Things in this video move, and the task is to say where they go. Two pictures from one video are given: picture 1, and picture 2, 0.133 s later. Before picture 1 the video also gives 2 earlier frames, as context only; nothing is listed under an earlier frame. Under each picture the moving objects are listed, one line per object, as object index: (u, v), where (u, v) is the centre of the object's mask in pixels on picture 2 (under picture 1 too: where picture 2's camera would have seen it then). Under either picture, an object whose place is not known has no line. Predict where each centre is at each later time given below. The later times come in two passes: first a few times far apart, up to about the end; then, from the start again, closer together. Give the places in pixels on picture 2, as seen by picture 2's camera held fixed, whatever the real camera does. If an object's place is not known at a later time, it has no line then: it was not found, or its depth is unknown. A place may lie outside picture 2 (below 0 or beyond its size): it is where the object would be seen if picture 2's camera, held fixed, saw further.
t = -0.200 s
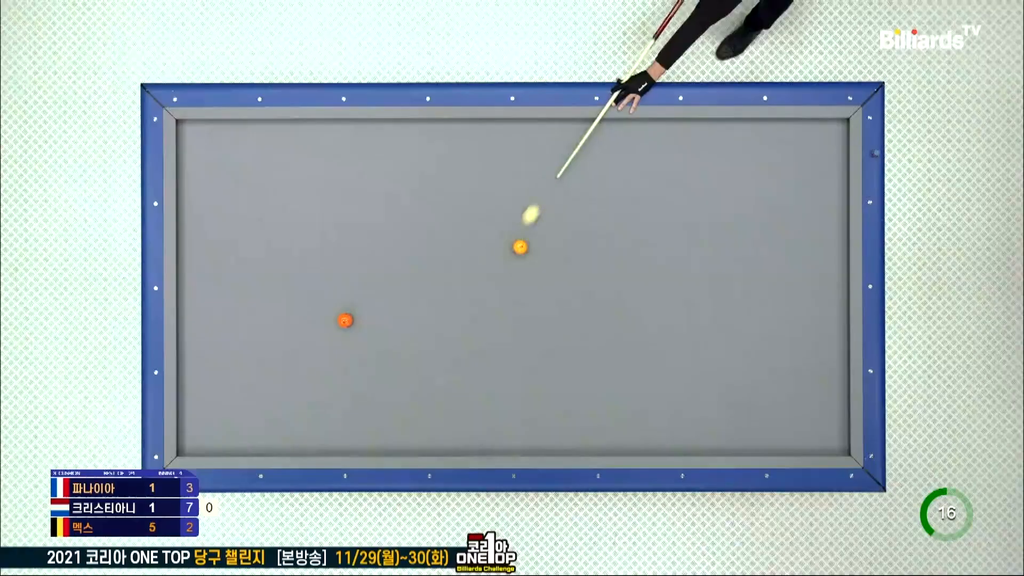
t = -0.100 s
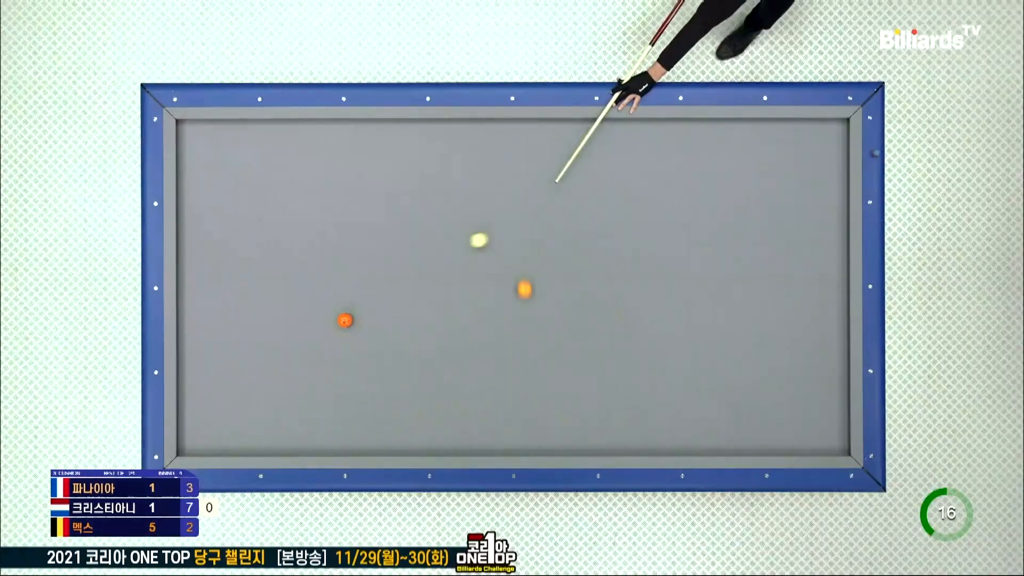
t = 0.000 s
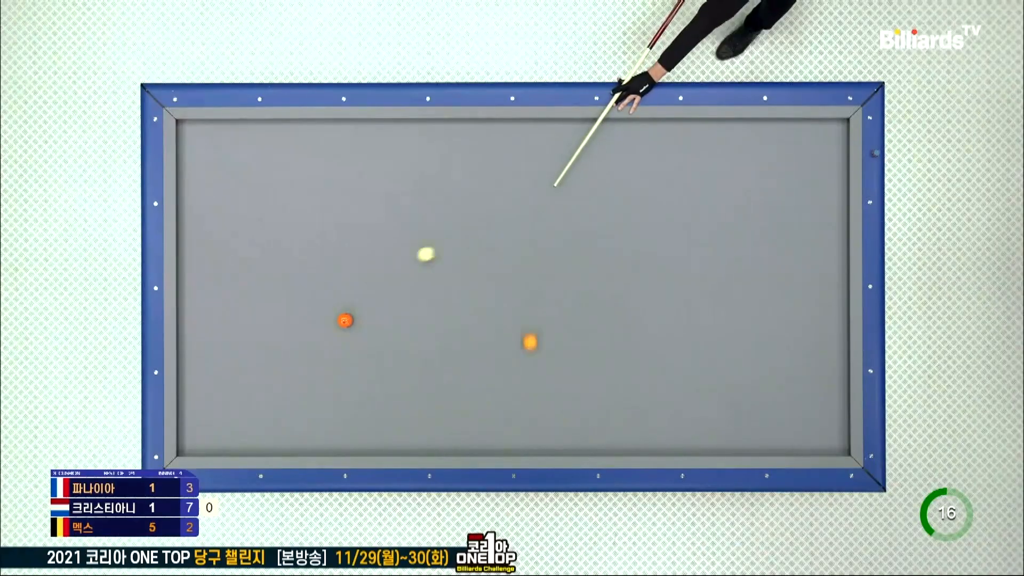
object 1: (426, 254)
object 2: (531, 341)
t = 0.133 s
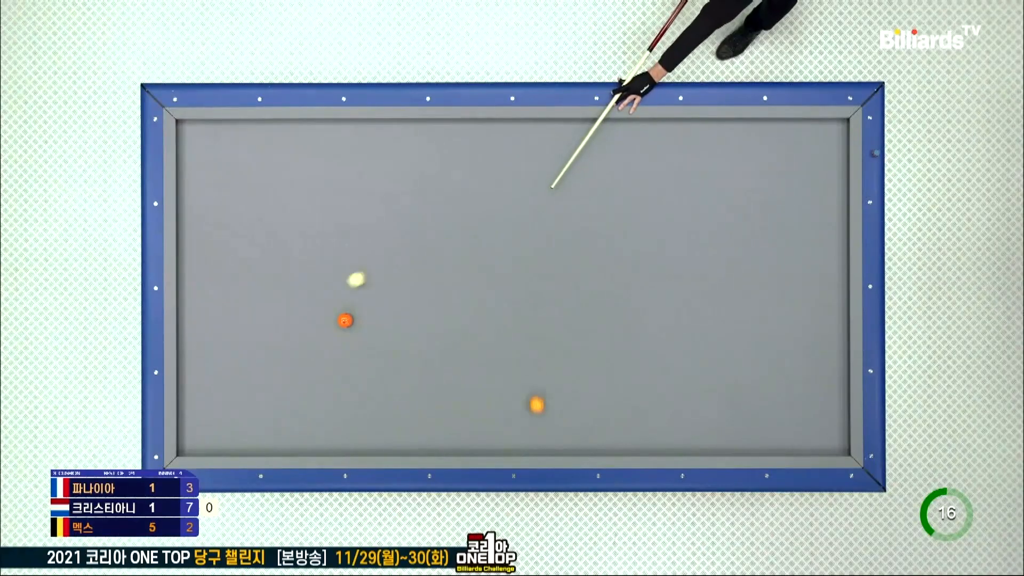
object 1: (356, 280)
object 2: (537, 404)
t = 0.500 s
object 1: (193, 366)
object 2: (544, 376)
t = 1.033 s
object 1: (369, 449)
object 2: (549, 261)
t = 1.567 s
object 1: (498, 398)
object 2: (554, 149)
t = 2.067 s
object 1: (615, 353)
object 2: (556, 174)
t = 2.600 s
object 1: (737, 307)
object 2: (557, 235)
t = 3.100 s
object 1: (838, 264)
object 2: (558, 289)
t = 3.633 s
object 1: (767, 203)
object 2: (558, 343)
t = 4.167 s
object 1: (703, 145)
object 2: (558, 395)
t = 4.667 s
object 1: (649, 144)
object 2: (559, 440)
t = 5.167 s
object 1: (600, 173)
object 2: (558, 428)
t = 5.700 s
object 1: (550, 203)
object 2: (558, 403)
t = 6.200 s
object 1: (506, 229)
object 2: (558, 382)
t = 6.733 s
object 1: (460, 256)
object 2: (558, 362)
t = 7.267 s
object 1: (418, 281)
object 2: (558, 346)
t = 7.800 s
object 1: (379, 304)
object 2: (557, 332)
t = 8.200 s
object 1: (358, 319)
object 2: (557, 324)
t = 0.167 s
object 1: (339, 287)
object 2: (538, 418)
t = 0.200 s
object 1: (322, 295)
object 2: (540, 432)
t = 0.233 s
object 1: (304, 303)
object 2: (541, 446)
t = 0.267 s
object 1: (288, 311)
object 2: (541, 443)
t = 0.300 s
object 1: (270, 319)
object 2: (542, 431)
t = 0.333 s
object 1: (253, 327)
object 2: (542, 421)
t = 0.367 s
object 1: (236, 336)
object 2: (543, 411)
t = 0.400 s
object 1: (219, 344)
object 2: (543, 402)
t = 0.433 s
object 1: (202, 352)
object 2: (543, 393)
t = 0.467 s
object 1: (185, 360)
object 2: (544, 384)
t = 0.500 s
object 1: (193, 366)
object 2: (544, 376)
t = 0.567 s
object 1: (222, 376)
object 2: (545, 361)
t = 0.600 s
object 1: (235, 381)
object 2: (545, 354)
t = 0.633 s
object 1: (248, 387)
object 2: (545, 347)
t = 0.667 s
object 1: (260, 392)
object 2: (545, 340)
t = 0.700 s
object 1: (271, 397)
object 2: (546, 332)
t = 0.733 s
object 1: (283, 402)
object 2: (546, 325)
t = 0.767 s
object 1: (293, 408)
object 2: (547, 318)
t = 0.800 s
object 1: (303, 413)
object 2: (547, 311)
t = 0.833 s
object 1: (313, 418)
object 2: (547, 304)
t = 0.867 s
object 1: (322, 424)
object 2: (548, 296)
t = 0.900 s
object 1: (332, 429)
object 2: (548, 290)
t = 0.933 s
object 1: (341, 435)
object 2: (548, 282)
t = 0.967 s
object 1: (351, 440)
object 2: (548, 275)
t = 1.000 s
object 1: (360, 446)
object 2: (549, 268)
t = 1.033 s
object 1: (369, 449)
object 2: (549, 261)
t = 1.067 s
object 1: (377, 445)
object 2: (549, 254)
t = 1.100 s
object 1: (385, 441)
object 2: (550, 247)
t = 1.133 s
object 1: (394, 437)
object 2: (550, 240)
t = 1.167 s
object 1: (402, 434)
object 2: (550, 233)
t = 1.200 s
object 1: (410, 431)
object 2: (551, 226)
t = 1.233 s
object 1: (418, 428)
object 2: (551, 218)
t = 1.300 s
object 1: (434, 422)
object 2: (552, 204)
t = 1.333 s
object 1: (442, 419)
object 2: (552, 197)
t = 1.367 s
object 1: (450, 416)
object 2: (552, 190)
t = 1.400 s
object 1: (458, 413)
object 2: (553, 183)
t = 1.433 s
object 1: (466, 410)
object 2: (553, 176)
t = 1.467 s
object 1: (474, 407)
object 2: (553, 169)
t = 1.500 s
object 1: (482, 404)
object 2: (554, 163)
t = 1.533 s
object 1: (490, 400)
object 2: (554, 155)
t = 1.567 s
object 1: (498, 398)
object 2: (554, 149)
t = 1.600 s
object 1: (506, 394)
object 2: (555, 142)
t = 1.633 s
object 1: (514, 392)
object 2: (555, 135)
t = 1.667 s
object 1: (521, 388)
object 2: (555, 128)
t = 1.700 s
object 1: (529, 386)
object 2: (555, 128)
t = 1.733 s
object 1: (537, 383)
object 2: (555, 133)
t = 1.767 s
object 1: (546, 380)
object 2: (555, 138)
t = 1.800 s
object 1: (553, 377)
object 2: (555, 142)
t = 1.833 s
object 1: (561, 374)
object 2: (556, 147)
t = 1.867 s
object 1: (569, 371)
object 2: (556, 151)
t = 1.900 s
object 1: (577, 368)
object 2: (556, 155)
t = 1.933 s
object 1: (584, 365)
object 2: (556, 158)
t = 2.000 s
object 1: (600, 359)
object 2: (556, 166)
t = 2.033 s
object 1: (608, 356)
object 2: (556, 171)
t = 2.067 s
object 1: (615, 353)
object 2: (556, 174)
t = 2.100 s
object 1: (623, 350)
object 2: (556, 178)
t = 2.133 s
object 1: (631, 347)
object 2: (556, 182)
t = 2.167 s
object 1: (639, 345)
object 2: (556, 186)
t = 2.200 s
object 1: (646, 342)
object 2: (556, 190)
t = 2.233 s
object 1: (654, 339)
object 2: (556, 194)
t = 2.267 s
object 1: (661, 336)
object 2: (556, 197)
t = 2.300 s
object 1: (669, 333)
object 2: (556, 201)
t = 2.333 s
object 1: (677, 330)
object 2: (556, 205)
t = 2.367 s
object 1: (684, 327)
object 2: (557, 209)
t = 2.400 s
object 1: (692, 324)
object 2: (557, 213)
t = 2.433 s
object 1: (699, 321)
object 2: (556, 216)
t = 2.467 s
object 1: (707, 319)
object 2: (557, 220)
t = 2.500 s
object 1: (714, 316)
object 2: (557, 224)
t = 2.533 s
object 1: (722, 313)
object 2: (557, 228)
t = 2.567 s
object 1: (729, 310)
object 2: (557, 231)
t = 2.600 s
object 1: (737, 307)
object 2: (557, 235)
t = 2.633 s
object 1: (745, 304)
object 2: (557, 239)
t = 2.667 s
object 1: (752, 301)
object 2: (557, 242)
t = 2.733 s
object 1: (767, 296)
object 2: (557, 250)
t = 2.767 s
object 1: (775, 293)
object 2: (557, 253)
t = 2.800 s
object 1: (782, 290)
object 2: (557, 257)
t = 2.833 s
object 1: (789, 288)
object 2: (557, 261)
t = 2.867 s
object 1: (797, 285)
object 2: (557, 264)
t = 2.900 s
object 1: (804, 282)
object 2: (557, 267)
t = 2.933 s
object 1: (812, 279)
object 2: (557, 271)
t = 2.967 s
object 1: (819, 276)
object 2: (557, 275)
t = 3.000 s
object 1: (826, 274)
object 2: (557, 278)
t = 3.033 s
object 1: (834, 271)
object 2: (557, 282)
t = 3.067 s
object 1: (841, 268)
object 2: (558, 285)
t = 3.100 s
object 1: (838, 264)
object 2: (558, 289)
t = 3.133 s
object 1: (832, 260)
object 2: (558, 292)
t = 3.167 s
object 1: (827, 256)
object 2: (558, 296)
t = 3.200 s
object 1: (822, 252)
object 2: (558, 299)
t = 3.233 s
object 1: (817, 248)
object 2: (558, 302)
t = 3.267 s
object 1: (813, 245)
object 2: (558, 306)
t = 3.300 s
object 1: (809, 241)
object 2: (558, 310)
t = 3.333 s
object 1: (805, 237)
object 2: (558, 313)
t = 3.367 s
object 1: (800, 233)
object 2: (558, 316)
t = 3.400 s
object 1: (796, 230)
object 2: (558, 320)
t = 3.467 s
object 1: (788, 222)
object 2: (558, 327)
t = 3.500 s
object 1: (784, 218)
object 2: (558, 330)
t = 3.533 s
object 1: (780, 214)
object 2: (558, 333)
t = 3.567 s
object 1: (775, 211)
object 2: (558, 337)
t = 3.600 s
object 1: (771, 207)
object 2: (558, 340)
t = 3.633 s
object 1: (767, 203)
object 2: (558, 343)
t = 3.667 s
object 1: (763, 199)
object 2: (558, 347)
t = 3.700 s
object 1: (759, 196)
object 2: (558, 350)
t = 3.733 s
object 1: (755, 192)
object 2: (558, 353)
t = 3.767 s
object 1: (751, 189)
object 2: (558, 356)
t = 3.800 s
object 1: (747, 185)
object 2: (558, 359)
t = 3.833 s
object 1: (743, 181)
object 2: (558, 363)
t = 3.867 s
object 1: (739, 178)
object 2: (558, 366)
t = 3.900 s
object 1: (735, 174)
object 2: (558, 369)
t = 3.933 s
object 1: (731, 170)
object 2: (558, 373)
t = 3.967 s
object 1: (727, 167)
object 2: (558, 376)
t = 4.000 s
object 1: (723, 163)
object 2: (558, 379)
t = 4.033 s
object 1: (719, 159)
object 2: (558, 382)
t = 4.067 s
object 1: (715, 156)
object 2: (558, 385)
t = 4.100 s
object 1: (711, 152)
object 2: (558, 389)
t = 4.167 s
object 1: (703, 145)
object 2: (558, 395)
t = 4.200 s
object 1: (699, 142)
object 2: (558, 398)
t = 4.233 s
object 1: (695, 138)
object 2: (558, 401)
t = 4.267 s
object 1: (691, 135)
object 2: (558, 404)
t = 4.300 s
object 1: (687, 131)
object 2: (558, 407)
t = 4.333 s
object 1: (684, 128)
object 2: (558, 410)
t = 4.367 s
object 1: (680, 126)
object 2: (558, 413)
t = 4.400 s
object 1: (677, 128)
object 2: (558, 416)
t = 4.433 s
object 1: (673, 130)
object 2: (558, 419)
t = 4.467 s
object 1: (670, 132)
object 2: (558, 422)
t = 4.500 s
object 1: (666, 134)
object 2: (558, 425)
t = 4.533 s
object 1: (663, 136)
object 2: (558, 428)
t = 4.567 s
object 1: (659, 138)
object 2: (558, 431)
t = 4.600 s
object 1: (656, 140)
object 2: (559, 434)
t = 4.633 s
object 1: (653, 142)
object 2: (559, 437)
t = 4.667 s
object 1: (649, 144)
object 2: (559, 440)
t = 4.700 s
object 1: (646, 146)
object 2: (558, 443)
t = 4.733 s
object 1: (643, 148)
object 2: (559, 446)
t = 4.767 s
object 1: (639, 150)
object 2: (558, 448)
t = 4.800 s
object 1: (636, 152)
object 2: (558, 447)
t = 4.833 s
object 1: (633, 154)
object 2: (559, 445)
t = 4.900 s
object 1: (626, 158)
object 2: (559, 442)
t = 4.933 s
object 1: (623, 160)
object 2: (558, 440)
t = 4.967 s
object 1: (620, 162)
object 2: (558, 438)
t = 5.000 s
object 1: (616, 164)
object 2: (559, 436)
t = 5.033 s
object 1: (613, 166)
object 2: (559, 434)
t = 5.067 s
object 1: (610, 168)
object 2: (559, 433)
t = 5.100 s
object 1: (607, 170)
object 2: (559, 431)
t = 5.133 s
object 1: (603, 171)
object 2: (558, 429)
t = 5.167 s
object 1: (600, 173)
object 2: (558, 428)
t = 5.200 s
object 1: (597, 175)
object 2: (558, 426)
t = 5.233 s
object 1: (594, 177)
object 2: (558, 425)
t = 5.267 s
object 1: (591, 179)
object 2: (558, 423)
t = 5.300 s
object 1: (588, 181)
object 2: (558, 421)
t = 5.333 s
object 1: (584, 183)
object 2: (558, 420)
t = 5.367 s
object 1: (581, 185)
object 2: (558, 418)
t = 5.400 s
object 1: (578, 186)
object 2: (558, 417)
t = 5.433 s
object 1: (575, 188)
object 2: (558, 415)
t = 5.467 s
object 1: (571, 190)
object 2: (558, 413)
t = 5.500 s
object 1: (568, 192)
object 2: (558, 412)
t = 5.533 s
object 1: (565, 194)
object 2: (558, 410)
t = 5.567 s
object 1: (562, 196)
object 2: (558, 409)
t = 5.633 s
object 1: (556, 199)
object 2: (558, 406)
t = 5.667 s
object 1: (553, 201)
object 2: (558, 404)
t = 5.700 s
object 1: (550, 203)
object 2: (558, 403)
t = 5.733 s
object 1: (547, 205)
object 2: (558, 401)
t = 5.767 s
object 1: (544, 207)
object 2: (558, 399)
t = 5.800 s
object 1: (541, 208)
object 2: (558, 398)
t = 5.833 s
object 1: (538, 210)
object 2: (558, 397)
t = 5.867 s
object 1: (535, 212)
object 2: (558, 395)
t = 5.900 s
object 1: (532, 214)
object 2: (558, 394)
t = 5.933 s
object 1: (529, 216)
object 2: (558, 393)
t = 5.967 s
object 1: (526, 217)
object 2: (558, 391)
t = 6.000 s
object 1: (523, 219)
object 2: (558, 390)
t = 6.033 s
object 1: (520, 221)
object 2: (558, 388)
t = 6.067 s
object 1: (517, 223)
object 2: (558, 387)
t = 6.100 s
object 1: (514, 224)
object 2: (558, 386)
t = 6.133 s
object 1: (511, 226)
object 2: (558, 384)
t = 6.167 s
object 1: (508, 228)
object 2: (558, 383)
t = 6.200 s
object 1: (506, 229)
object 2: (558, 382)
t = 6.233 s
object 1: (502, 231)
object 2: (558, 380)
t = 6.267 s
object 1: (499, 233)
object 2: (558, 379)
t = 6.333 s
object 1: (494, 236)
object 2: (558, 376)
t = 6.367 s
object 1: (491, 238)
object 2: (558, 375)
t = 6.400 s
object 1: (488, 240)
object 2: (558, 374)
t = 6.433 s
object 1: (485, 241)
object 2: (558, 373)
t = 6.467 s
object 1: (483, 243)
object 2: (558, 372)
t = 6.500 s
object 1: (480, 245)
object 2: (558, 371)
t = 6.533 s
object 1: (477, 246)
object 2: (558, 369)
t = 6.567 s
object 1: (474, 248)
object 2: (558, 368)
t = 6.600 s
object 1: (471, 250)
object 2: (558, 367)
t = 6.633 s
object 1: (469, 251)
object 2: (558, 366)
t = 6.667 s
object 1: (466, 253)
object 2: (558, 365)
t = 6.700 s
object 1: (463, 255)
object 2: (558, 364)
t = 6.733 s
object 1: (460, 256)
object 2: (558, 362)
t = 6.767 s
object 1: (458, 258)
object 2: (558, 361)
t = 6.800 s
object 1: (455, 259)
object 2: (558, 360)
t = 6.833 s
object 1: (452, 261)
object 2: (559, 359)
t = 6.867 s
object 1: (450, 262)
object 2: (558, 358)
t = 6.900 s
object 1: (447, 264)
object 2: (559, 356)
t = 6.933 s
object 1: (444, 266)
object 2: (558, 356)
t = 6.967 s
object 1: (442, 267)
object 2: (558, 354)
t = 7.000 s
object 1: (439, 269)
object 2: (558, 353)
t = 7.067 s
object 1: (434, 272)
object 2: (558, 351)
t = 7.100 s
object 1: (431, 273)
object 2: (558, 350)
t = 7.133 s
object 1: (429, 275)
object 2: (558, 350)
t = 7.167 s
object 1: (426, 277)
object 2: (558, 349)
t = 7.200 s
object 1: (424, 278)
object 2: (558, 347)
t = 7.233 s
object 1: (421, 280)
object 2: (558, 347)
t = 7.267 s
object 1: (418, 281)
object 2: (558, 346)
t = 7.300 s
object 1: (416, 283)
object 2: (558, 345)
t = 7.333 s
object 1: (413, 284)
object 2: (558, 344)
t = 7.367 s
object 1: (411, 286)
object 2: (558, 343)
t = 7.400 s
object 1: (408, 287)
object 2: (558, 342)
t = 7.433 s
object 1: (406, 288)
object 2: (558, 341)
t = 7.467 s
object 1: (403, 290)
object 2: (558, 340)
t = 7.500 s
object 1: (401, 291)
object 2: (558, 339)
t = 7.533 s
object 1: (399, 293)
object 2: (558, 338)
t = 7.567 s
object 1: (396, 295)
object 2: (558, 338)
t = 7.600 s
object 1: (393, 296)
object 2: (558, 337)
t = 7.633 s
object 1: (391, 298)
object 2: (558, 336)
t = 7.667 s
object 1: (389, 299)
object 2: (558, 335)
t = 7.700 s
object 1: (386, 300)
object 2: (558, 334)
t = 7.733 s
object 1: (384, 302)
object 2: (557, 333)
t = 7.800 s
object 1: (379, 304)
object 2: (557, 332)
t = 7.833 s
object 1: (377, 306)
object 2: (557, 331)
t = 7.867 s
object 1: (374, 307)
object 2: (557, 331)
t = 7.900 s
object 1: (372, 309)
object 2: (557, 330)
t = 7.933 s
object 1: (369, 310)
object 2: (557, 329)
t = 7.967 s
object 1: (367, 312)
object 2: (557, 328)
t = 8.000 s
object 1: (365, 313)
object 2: (557, 327)
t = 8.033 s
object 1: (362, 314)
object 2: (557, 327)
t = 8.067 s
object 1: (360, 316)
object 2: (557, 326)
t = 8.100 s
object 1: (359, 317)
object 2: (557, 325)
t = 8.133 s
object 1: (359, 317)
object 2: (557, 325)
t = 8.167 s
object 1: (358, 318)
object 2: (557, 324)
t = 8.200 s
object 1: (358, 319)
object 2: (557, 324)
